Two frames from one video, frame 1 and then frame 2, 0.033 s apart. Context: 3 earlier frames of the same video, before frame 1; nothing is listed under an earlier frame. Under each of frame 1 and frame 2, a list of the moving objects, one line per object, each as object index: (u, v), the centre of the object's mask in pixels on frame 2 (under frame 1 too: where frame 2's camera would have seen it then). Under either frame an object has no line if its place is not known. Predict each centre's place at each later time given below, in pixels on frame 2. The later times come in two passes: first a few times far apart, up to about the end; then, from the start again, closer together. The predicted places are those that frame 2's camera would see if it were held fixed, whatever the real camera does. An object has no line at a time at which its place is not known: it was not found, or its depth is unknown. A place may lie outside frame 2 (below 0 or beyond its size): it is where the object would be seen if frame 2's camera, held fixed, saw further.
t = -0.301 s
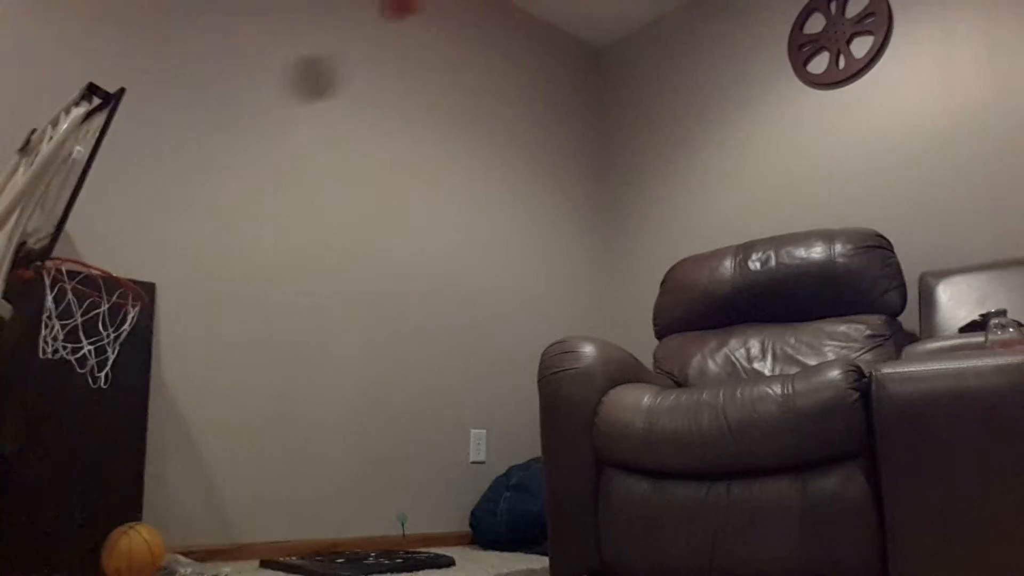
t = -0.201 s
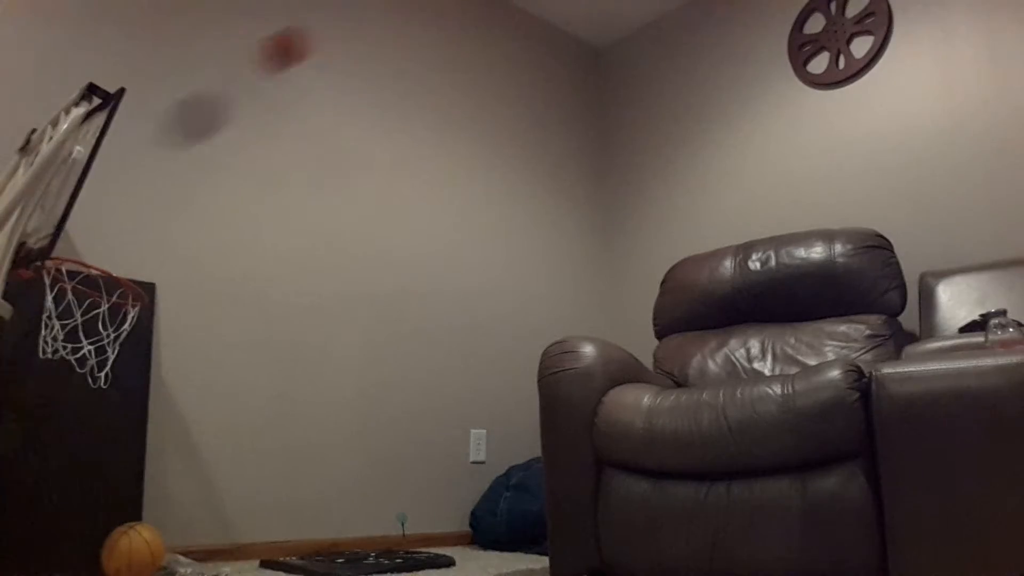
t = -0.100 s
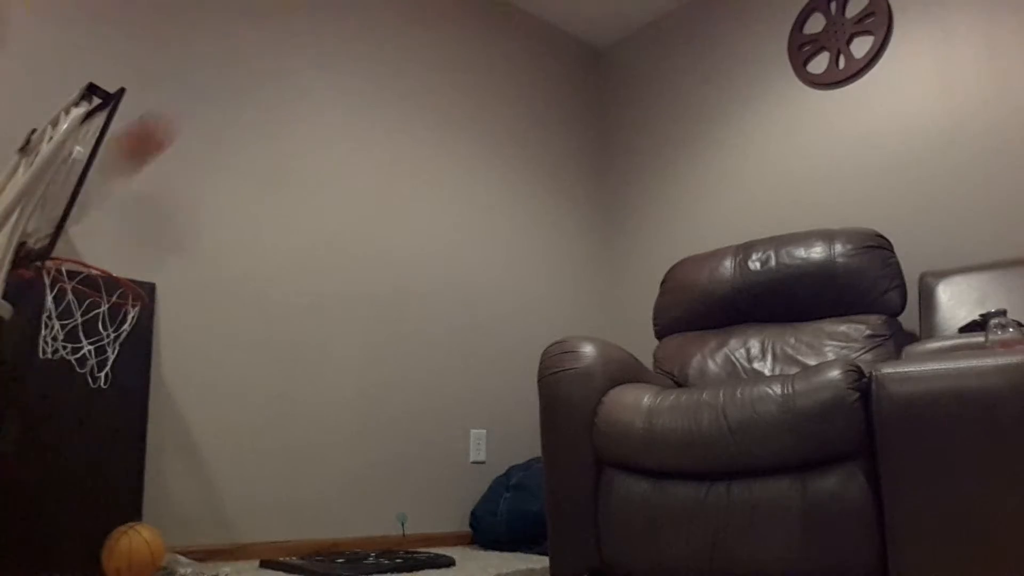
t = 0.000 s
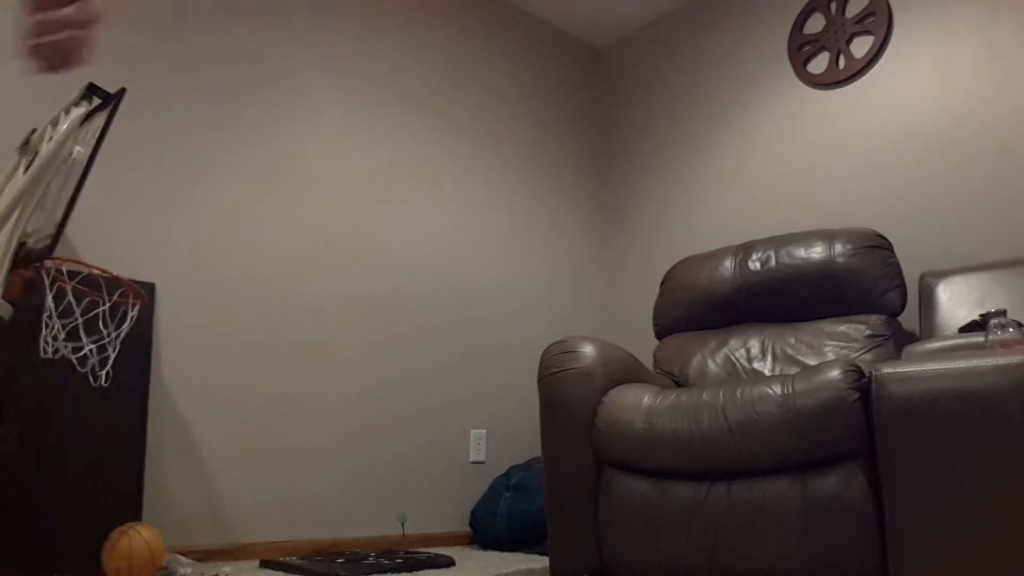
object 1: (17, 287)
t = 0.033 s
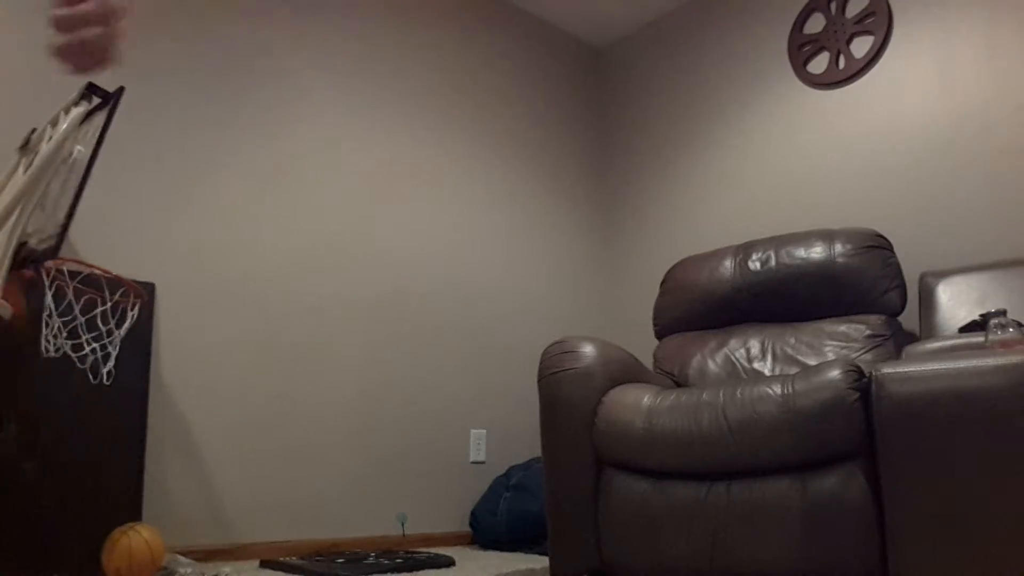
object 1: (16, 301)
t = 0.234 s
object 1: (33, 554)
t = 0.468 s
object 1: (220, 411)
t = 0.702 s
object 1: (392, 498)
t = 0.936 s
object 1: (551, 501)
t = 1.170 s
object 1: (666, 561)
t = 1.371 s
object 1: (744, 560)
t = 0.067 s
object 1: (17, 341)
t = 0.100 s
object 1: (16, 366)
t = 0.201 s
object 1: (24, 527)
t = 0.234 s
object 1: (33, 554)
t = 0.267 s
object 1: (55, 536)
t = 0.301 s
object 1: (84, 505)
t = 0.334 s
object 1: (111, 476)
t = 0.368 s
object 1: (140, 450)
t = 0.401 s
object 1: (168, 431)
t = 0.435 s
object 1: (194, 419)
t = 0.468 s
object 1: (220, 411)
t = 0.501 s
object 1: (244, 409)
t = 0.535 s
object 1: (269, 410)
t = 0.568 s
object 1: (294, 417)
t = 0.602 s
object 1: (319, 429)
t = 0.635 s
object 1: (342, 446)
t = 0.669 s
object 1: (367, 470)
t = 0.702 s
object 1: (392, 498)
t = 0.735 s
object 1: (418, 535)
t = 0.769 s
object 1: (443, 558)
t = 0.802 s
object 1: (467, 547)
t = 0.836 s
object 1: (488, 528)
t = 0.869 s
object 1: (507, 518)
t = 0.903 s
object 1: (529, 506)
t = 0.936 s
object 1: (551, 501)
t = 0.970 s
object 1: (575, 501)
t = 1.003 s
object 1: (597, 506)
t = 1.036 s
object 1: (618, 517)
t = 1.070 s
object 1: (630, 525)
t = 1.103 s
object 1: (641, 539)
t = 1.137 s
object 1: (653, 550)
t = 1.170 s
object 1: (666, 561)
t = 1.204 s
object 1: (680, 556)
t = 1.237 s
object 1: (692, 552)
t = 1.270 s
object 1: (705, 550)
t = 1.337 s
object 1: (731, 554)
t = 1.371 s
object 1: (744, 560)
